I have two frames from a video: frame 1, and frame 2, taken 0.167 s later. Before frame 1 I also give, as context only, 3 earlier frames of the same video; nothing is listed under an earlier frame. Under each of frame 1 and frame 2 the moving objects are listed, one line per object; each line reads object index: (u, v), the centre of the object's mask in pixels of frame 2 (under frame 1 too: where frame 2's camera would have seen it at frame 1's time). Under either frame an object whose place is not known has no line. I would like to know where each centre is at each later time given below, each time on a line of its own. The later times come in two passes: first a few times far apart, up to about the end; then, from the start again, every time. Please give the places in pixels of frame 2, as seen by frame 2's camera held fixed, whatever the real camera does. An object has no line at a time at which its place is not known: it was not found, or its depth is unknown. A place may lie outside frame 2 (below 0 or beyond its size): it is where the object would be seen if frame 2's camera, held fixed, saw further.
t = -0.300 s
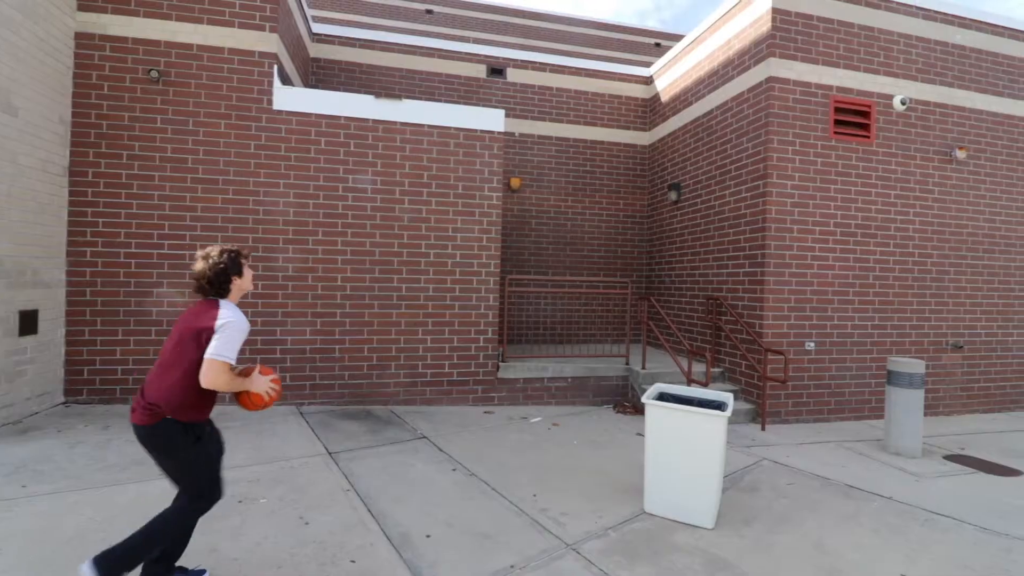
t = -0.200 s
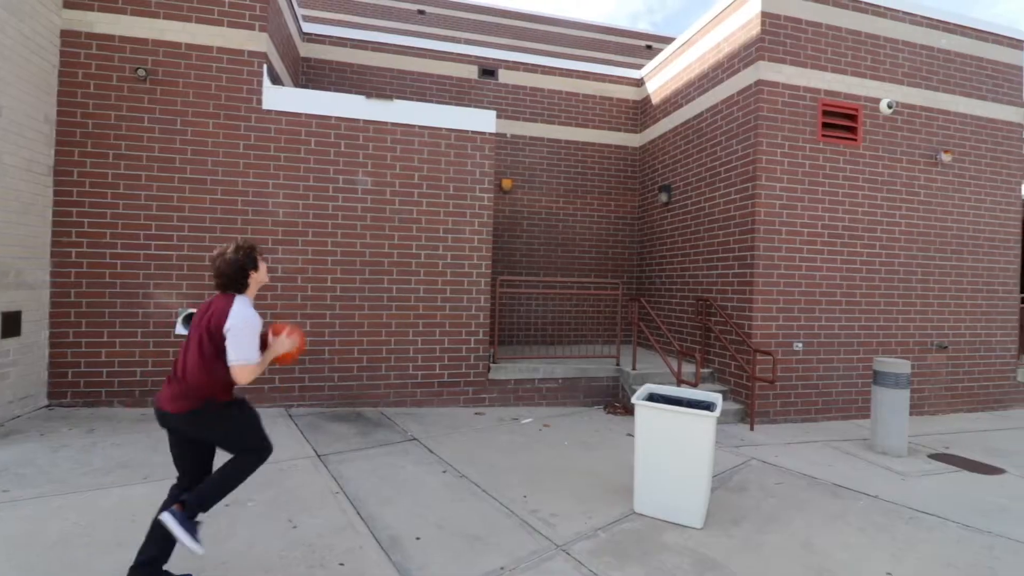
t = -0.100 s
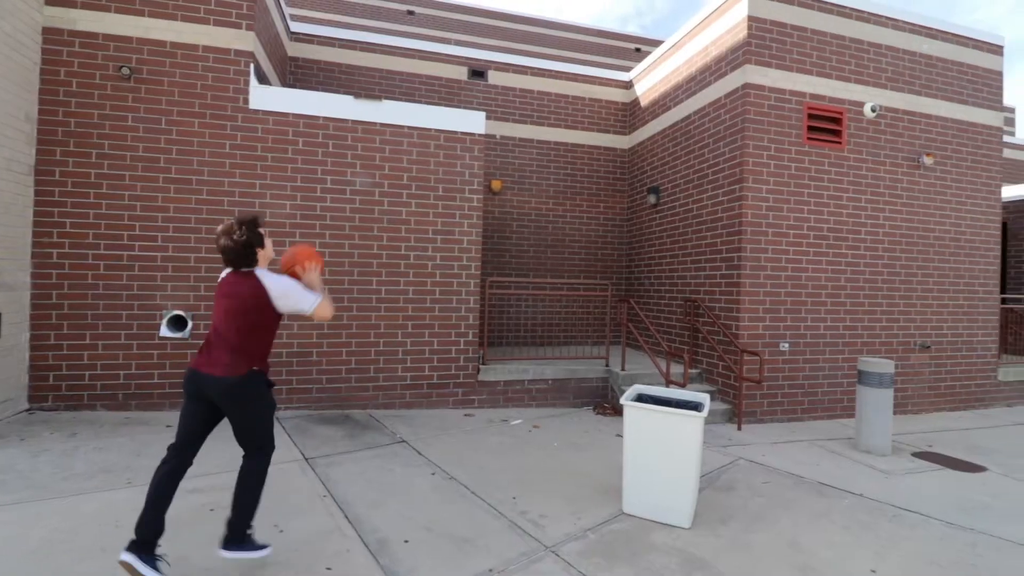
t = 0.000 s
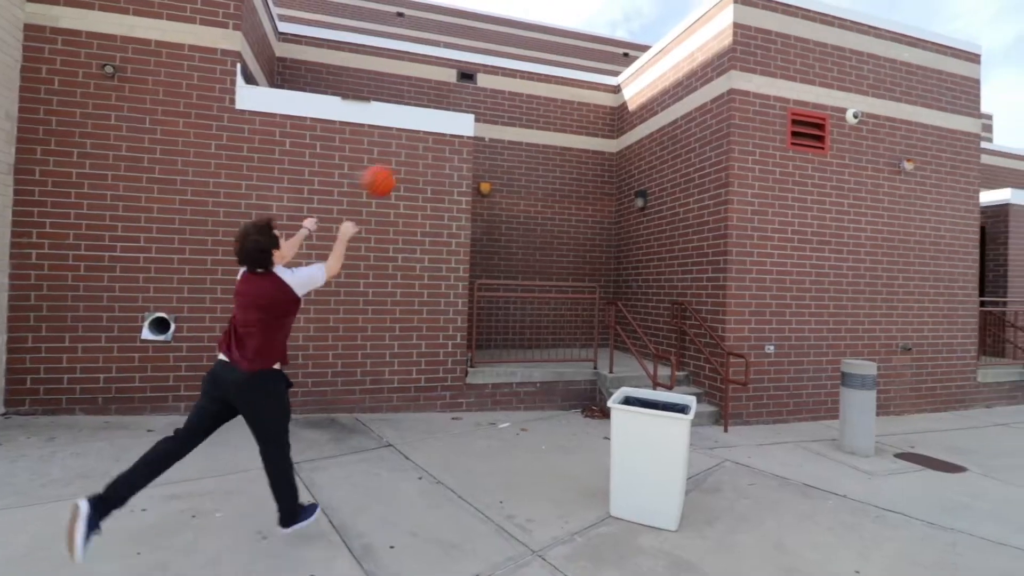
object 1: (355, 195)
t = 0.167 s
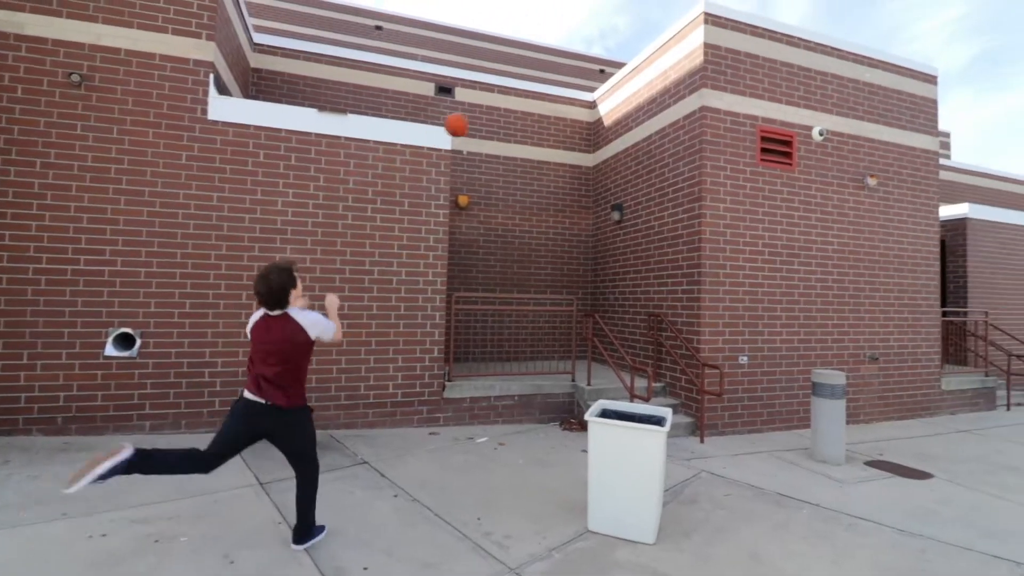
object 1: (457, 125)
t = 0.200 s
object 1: (470, 119)
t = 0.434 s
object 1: (532, 106)
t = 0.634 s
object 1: (573, 111)
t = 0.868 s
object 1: (623, 100)
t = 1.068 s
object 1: (622, 109)
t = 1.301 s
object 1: (620, 170)
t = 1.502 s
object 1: (620, 300)
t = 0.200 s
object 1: (470, 119)
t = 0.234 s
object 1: (481, 114)
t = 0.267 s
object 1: (492, 110)
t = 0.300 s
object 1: (501, 107)
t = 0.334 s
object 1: (510, 106)
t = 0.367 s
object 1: (518, 106)
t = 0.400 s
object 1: (526, 106)
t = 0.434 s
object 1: (532, 106)
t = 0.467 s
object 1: (539, 108)
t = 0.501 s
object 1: (545, 109)
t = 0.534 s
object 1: (551, 111)
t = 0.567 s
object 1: (555, 114)
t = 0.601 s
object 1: (562, 114)
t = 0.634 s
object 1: (573, 111)
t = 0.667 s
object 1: (584, 108)
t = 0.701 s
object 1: (594, 106)
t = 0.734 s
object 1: (604, 104)
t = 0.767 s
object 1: (616, 104)
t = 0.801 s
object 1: (624, 104)
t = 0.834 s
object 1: (623, 102)
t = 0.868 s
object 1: (623, 100)
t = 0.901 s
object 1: (623, 100)
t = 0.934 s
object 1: (623, 100)
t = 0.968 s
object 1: (622, 101)
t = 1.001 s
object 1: (622, 103)
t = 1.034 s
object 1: (622, 106)
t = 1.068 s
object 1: (622, 109)
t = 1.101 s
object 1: (621, 114)
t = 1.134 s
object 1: (621, 120)
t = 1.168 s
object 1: (621, 127)
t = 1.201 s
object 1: (621, 135)
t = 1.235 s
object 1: (620, 145)
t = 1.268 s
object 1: (620, 157)
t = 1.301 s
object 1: (620, 170)
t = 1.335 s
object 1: (620, 186)
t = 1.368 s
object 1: (620, 203)
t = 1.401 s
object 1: (619, 222)
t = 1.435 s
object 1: (620, 245)
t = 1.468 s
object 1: (620, 271)
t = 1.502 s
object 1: (620, 300)
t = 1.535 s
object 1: (620, 333)
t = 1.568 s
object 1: (621, 370)
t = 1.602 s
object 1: (624, 410)
